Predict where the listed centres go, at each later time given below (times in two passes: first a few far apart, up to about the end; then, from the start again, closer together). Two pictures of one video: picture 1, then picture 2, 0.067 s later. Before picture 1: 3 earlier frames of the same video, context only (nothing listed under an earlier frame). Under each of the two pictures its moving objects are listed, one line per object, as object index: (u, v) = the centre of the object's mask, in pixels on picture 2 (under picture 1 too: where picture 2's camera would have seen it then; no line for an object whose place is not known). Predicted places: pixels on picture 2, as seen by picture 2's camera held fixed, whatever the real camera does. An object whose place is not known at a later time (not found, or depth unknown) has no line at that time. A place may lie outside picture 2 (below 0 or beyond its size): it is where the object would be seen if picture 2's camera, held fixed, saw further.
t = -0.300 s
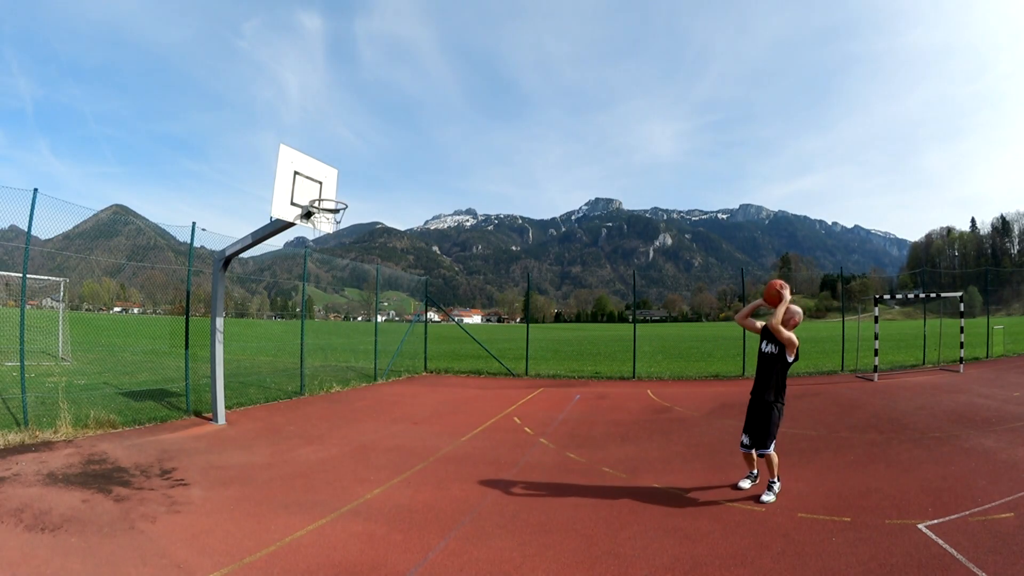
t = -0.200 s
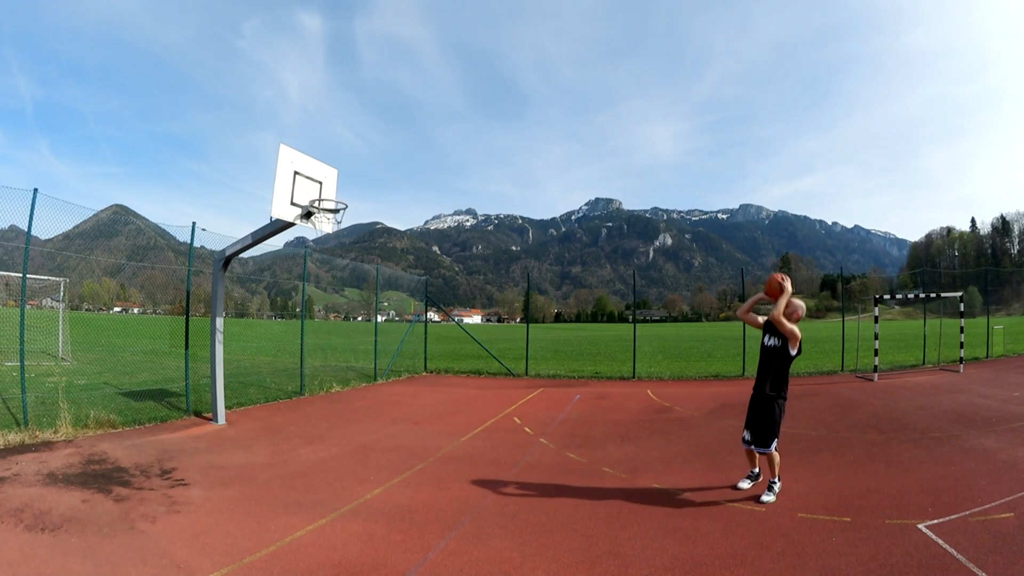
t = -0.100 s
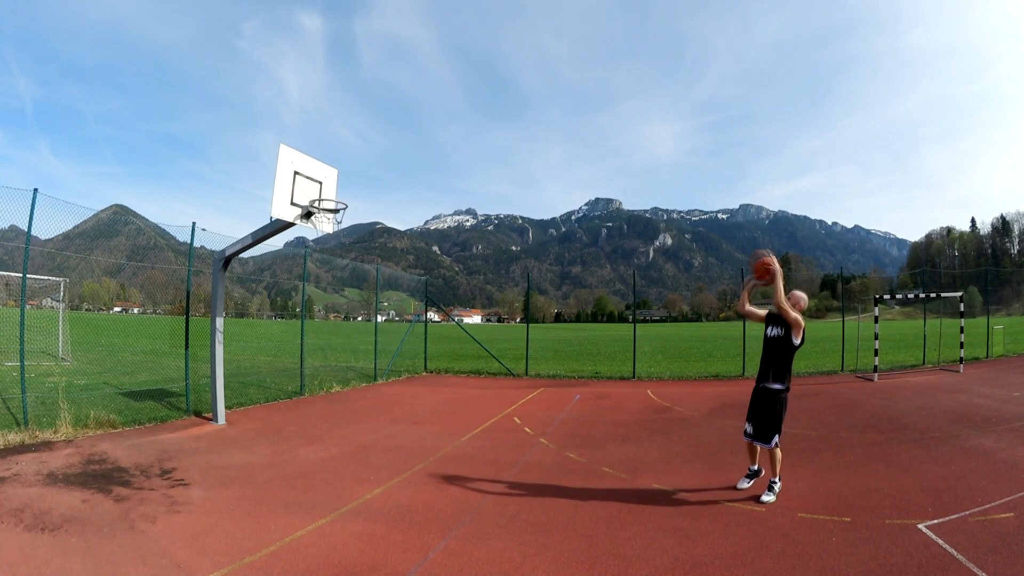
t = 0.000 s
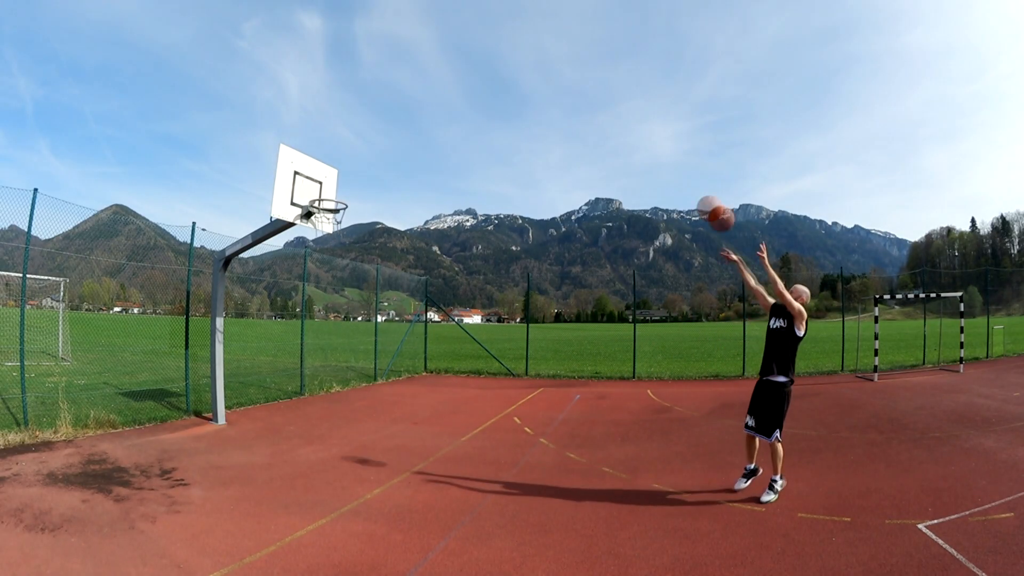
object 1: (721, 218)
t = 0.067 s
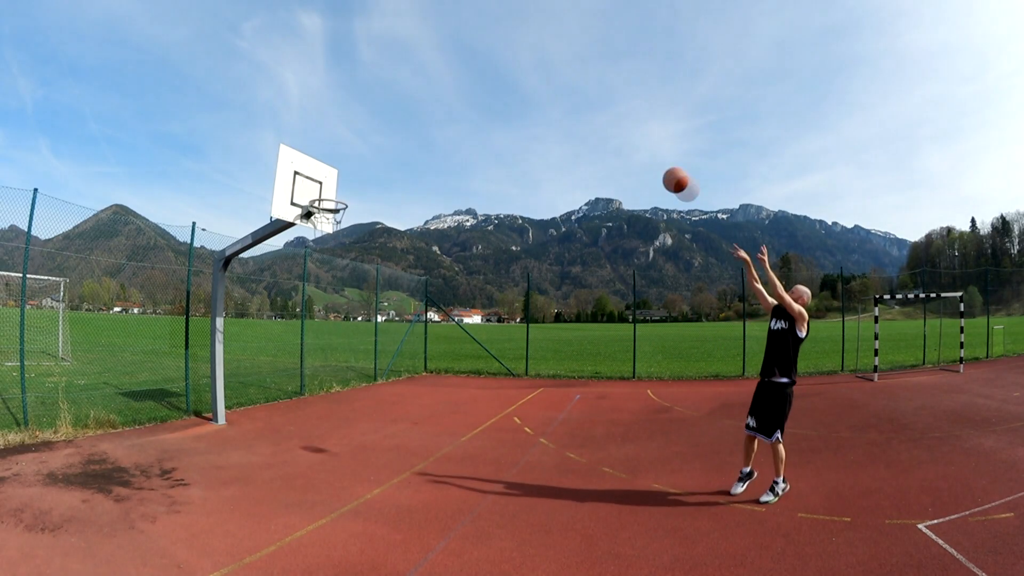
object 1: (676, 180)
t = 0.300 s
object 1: (560, 120)
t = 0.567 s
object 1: (445, 123)
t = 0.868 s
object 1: (347, 192)
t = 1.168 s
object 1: (328, 158)
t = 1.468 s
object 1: (347, 165)
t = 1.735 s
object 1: (362, 244)
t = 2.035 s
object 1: (391, 458)
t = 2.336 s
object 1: (388, 341)
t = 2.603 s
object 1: (384, 249)
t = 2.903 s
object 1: (376, 250)
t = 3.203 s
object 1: (364, 382)
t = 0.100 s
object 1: (664, 172)
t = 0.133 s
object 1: (642, 157)
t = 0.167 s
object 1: (621, 145)
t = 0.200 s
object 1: (610, 139)
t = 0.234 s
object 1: (590, 130)
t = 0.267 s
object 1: (571, 123)
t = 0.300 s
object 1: (560, 120)
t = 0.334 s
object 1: (543, 116)
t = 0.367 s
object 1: (525, 114)
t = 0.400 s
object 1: (516, 113)
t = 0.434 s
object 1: (499, 113)
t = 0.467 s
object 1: (484, 114)
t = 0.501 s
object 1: (474, 116)
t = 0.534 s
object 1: (459, 119)
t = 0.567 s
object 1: (445, 123)
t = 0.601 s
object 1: (437, 126)
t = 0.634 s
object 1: (423, 132)
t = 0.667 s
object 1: (410, 139)
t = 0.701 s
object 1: (402, 144)
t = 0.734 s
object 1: (389, 153)
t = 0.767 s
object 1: (377, 162)
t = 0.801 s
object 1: (370, 168)
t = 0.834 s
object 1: (358, 180)
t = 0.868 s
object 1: (347, 192)
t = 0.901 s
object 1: (340, 197)
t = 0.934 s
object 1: (334, 192)
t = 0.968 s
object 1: (326, 187)
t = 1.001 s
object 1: (320, 182)
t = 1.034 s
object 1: (318, 178)
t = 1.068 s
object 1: (321, 171)
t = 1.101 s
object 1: (324, 166)
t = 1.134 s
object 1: (326, 162)
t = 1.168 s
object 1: (328, 158)
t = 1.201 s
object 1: (330, 156)
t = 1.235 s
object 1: (332, 154)
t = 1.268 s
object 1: (335, 153)
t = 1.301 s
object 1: (336, 153)
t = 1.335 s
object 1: (338, 154)
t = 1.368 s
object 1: (340, 155)
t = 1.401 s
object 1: (342, 158)
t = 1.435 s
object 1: (344, 161)
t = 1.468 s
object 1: (347, 165)
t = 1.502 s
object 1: (348, 170)
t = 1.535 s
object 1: (350, 177)
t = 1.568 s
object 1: (352, 186)
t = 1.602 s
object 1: (353, 193)
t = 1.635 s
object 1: (355, 203)
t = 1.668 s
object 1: (357, 217)
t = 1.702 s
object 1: (360, 231)
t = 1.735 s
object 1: (362, 244)
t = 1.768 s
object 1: (365, 264)
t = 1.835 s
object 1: (369, 299)
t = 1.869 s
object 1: (372, 326)
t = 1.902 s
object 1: (376, 355)
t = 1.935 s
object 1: (378, 371)
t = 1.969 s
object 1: (383, 404)
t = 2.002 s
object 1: (389, 443)
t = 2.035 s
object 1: (391, 458)
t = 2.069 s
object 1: (396, 493)
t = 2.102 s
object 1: (395, 472)
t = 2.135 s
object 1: (393, 456)
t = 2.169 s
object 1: (392, 431)
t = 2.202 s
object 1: (391, 413)
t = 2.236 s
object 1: (390, 394)
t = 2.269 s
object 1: (389, 372)
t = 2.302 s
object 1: (389, 352)
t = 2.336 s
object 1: (388, 341)
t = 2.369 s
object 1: (387, 322)
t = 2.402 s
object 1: (387, 306)
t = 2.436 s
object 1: (386, 297)
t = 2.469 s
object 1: (385, 283)
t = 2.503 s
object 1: (385, 273)
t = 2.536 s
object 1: (385, 265)
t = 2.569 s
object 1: (384, 256)
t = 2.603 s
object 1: (384, 249)
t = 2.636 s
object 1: (383, 244)
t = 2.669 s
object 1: (382, 240)
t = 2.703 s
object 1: (381, 237)
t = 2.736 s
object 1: (381, 237)
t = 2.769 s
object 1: (380, 237)
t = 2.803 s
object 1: (379, 238)
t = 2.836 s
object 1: (378, 240)
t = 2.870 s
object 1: (377, 245)
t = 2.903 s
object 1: (376, 250)
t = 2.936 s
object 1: (374, 257)
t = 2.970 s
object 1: (373, 267)
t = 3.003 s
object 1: (371, 280)
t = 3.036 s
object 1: (371, 288)
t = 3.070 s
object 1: (369, 304)
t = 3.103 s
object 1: (367, 323)
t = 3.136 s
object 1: (366, 335)
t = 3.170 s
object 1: (365, 357)
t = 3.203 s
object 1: (364, 382)
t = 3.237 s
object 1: (363, 397)
